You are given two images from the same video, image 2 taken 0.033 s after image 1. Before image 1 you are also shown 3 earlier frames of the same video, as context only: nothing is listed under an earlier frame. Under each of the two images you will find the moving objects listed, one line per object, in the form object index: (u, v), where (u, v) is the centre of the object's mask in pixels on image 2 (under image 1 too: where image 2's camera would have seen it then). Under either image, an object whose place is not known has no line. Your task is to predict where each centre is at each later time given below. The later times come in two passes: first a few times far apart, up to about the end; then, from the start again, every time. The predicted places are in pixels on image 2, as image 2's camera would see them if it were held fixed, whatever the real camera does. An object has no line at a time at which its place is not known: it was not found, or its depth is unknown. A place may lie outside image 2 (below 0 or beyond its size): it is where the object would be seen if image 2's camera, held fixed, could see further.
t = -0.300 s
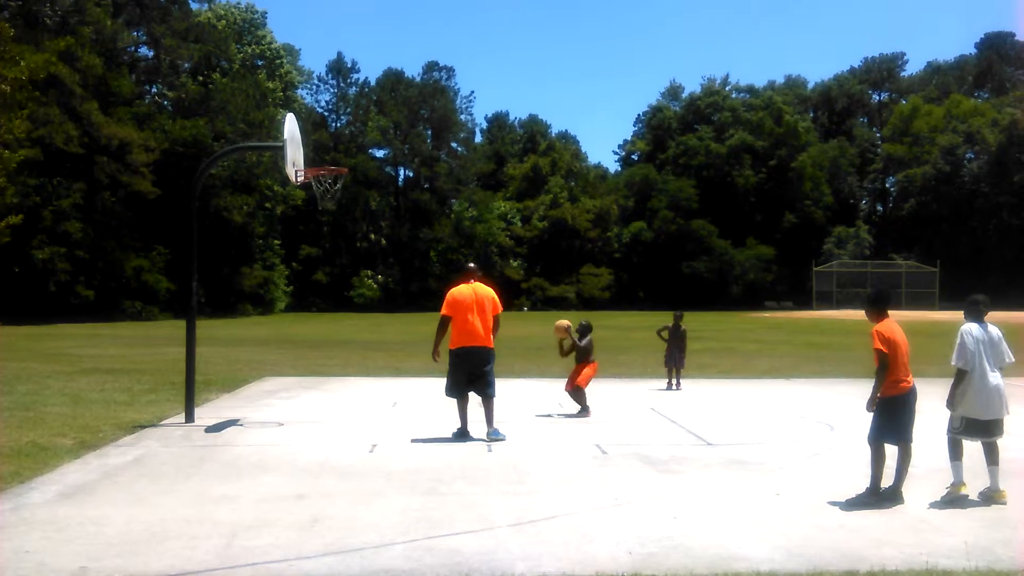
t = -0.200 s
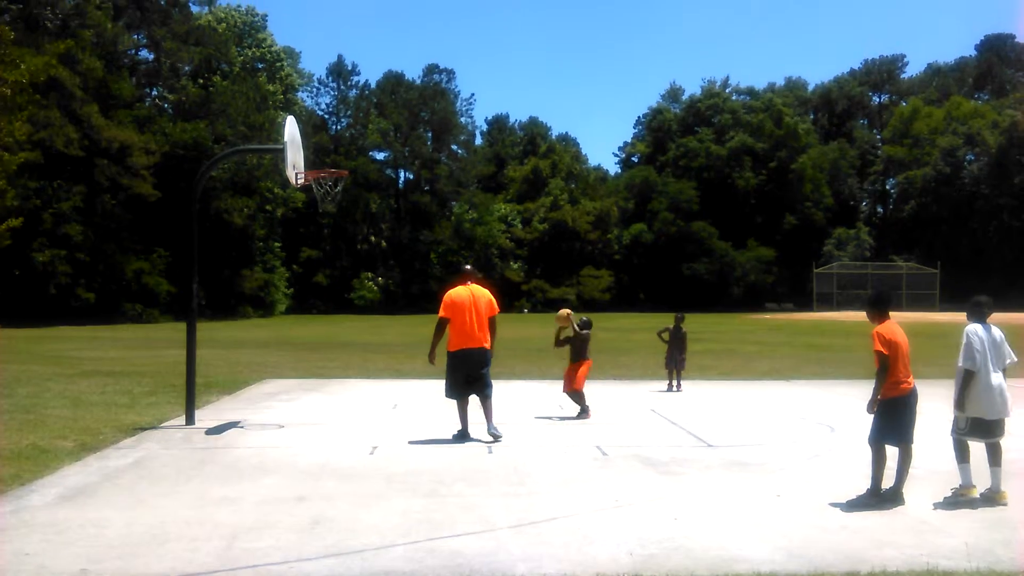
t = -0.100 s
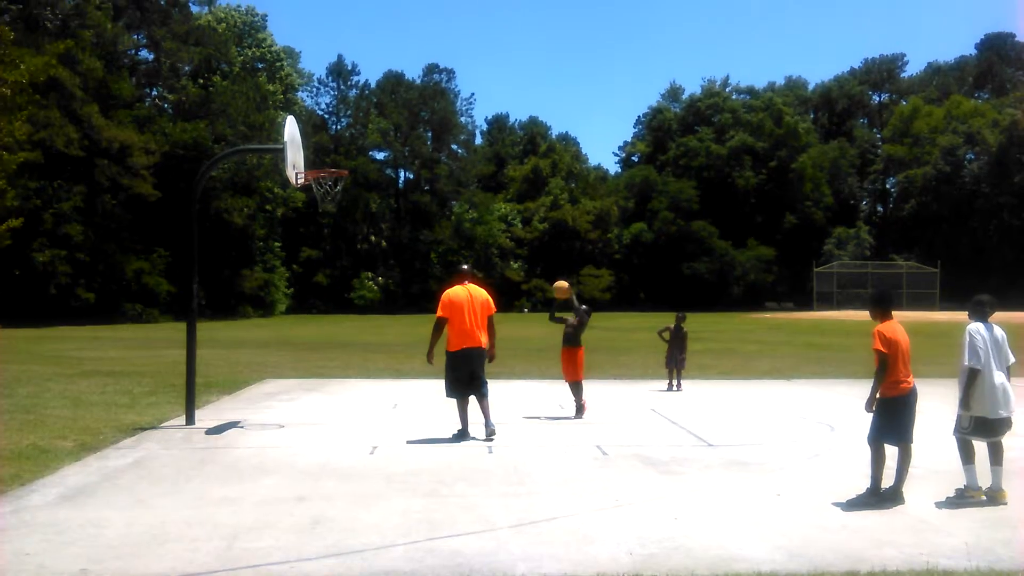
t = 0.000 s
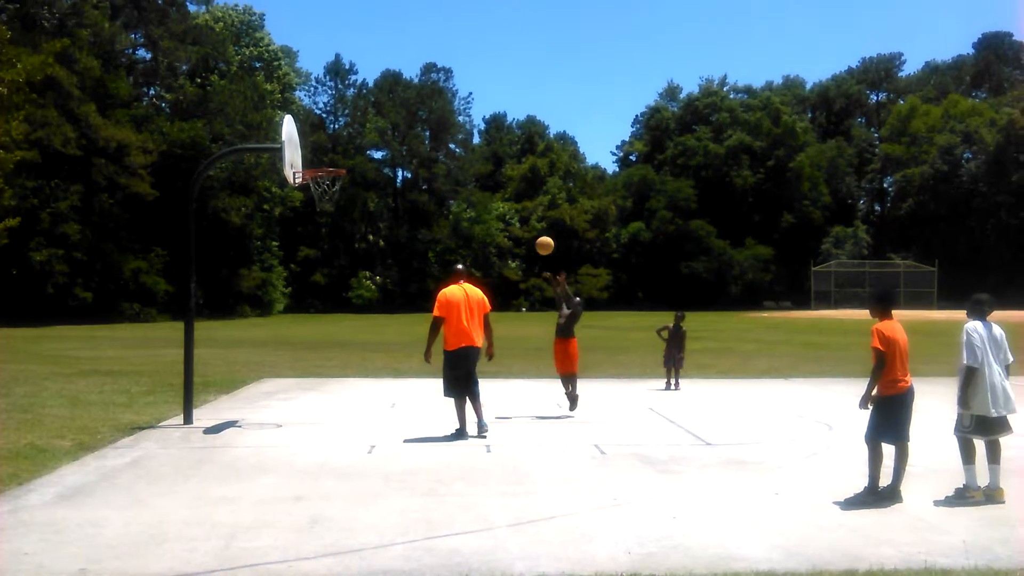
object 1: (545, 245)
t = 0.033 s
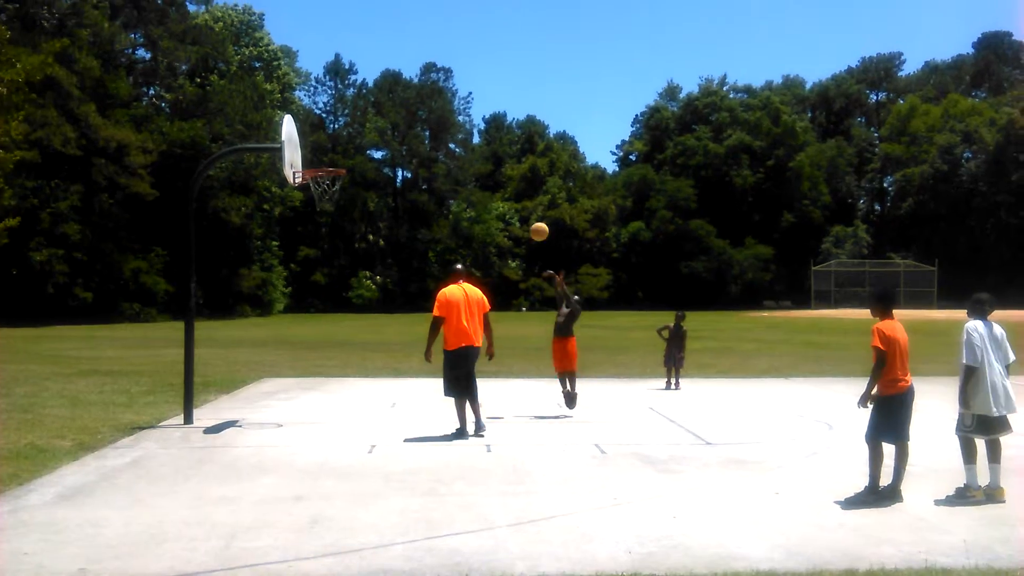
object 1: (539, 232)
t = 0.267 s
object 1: (501, 158)
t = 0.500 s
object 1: (462, 124)
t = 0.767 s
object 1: (415, 135)
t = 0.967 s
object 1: (378, 182)
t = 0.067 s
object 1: (534, 219)
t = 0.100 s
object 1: (529, 207)
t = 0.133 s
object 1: (523, 195)
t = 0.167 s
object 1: (518, 185)
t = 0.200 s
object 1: (512, 175)
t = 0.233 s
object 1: (507, 167)
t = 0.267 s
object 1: (501, 158)
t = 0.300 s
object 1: (496, 151)
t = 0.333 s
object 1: (490, 144)
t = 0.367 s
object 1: (485, 139)
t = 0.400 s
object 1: (479, 134)
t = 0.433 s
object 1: (473, 129)
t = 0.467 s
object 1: (468, 126)
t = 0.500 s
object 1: (462, 124)
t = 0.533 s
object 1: (456, 122)
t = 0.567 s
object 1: (451, 122)
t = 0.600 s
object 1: (445, 122)
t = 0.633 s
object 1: (440, 123)
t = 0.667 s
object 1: (434, 124)
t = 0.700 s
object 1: (428, 127)
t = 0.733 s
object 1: (422, 131)
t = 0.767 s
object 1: (415, 135)
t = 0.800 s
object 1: (409, 140)
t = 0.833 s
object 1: (403, 146)
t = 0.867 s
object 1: (397, 154)
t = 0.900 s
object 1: (391, 162)
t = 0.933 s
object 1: (384, 171)
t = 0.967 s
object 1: (378, 182)
